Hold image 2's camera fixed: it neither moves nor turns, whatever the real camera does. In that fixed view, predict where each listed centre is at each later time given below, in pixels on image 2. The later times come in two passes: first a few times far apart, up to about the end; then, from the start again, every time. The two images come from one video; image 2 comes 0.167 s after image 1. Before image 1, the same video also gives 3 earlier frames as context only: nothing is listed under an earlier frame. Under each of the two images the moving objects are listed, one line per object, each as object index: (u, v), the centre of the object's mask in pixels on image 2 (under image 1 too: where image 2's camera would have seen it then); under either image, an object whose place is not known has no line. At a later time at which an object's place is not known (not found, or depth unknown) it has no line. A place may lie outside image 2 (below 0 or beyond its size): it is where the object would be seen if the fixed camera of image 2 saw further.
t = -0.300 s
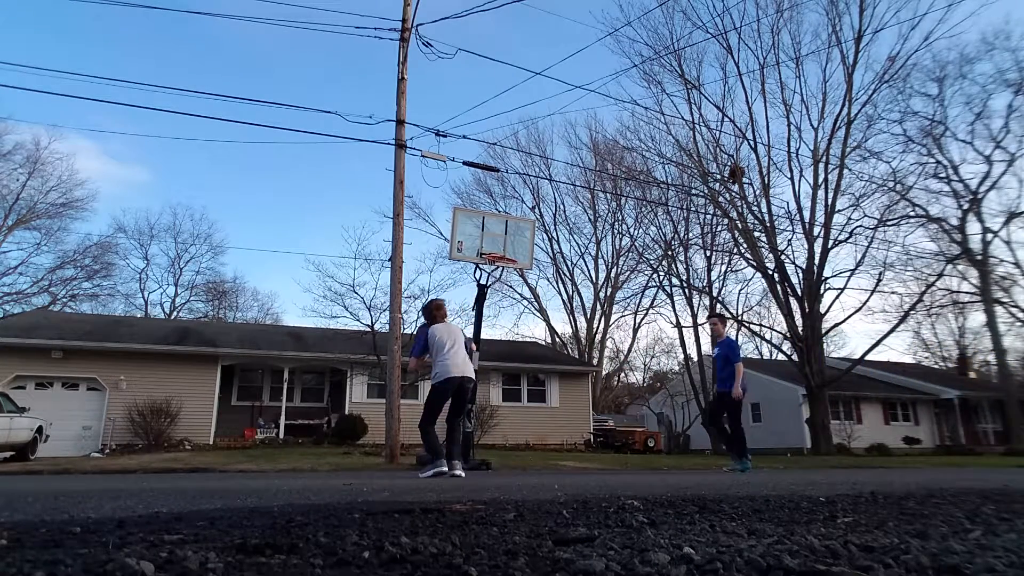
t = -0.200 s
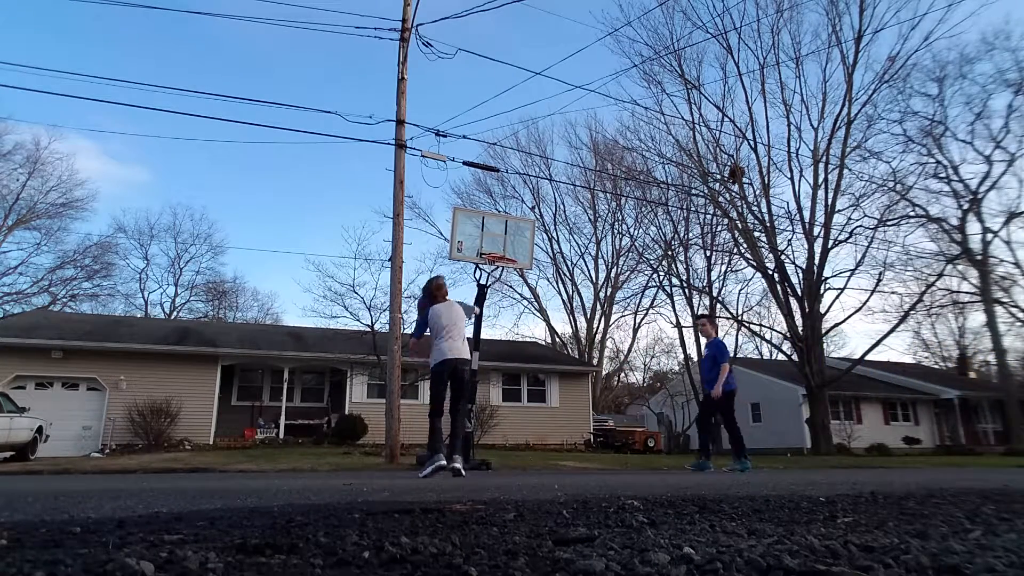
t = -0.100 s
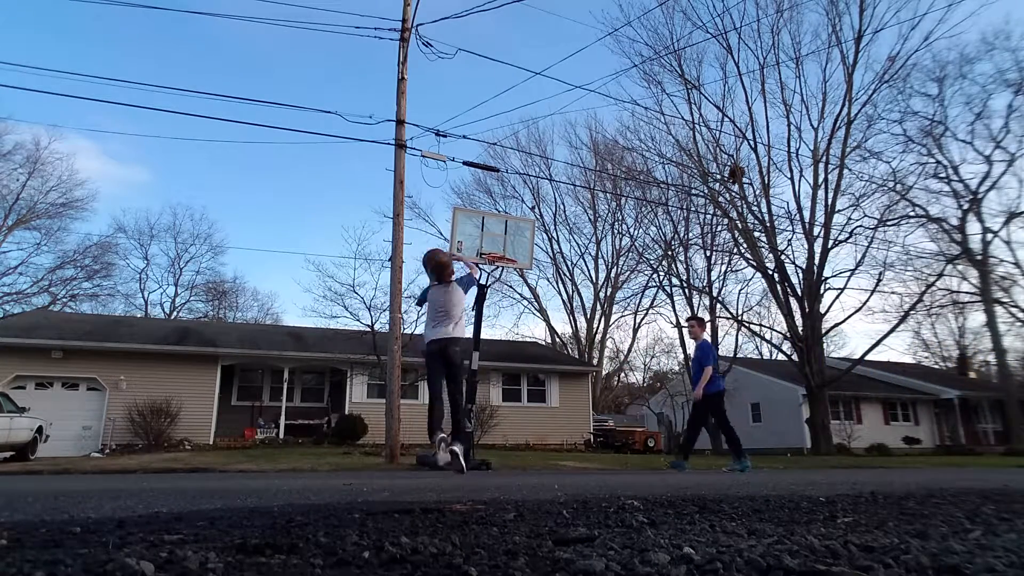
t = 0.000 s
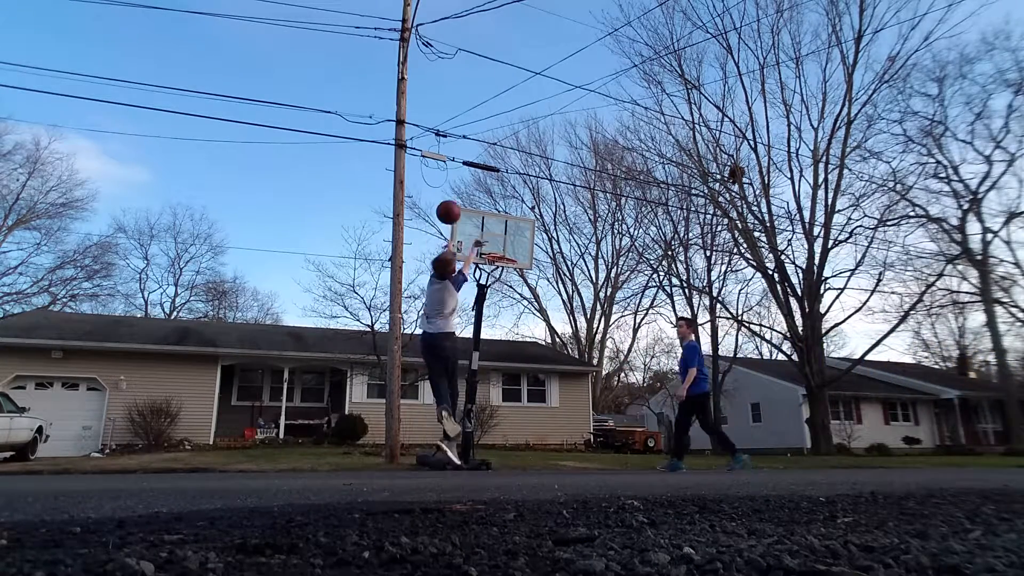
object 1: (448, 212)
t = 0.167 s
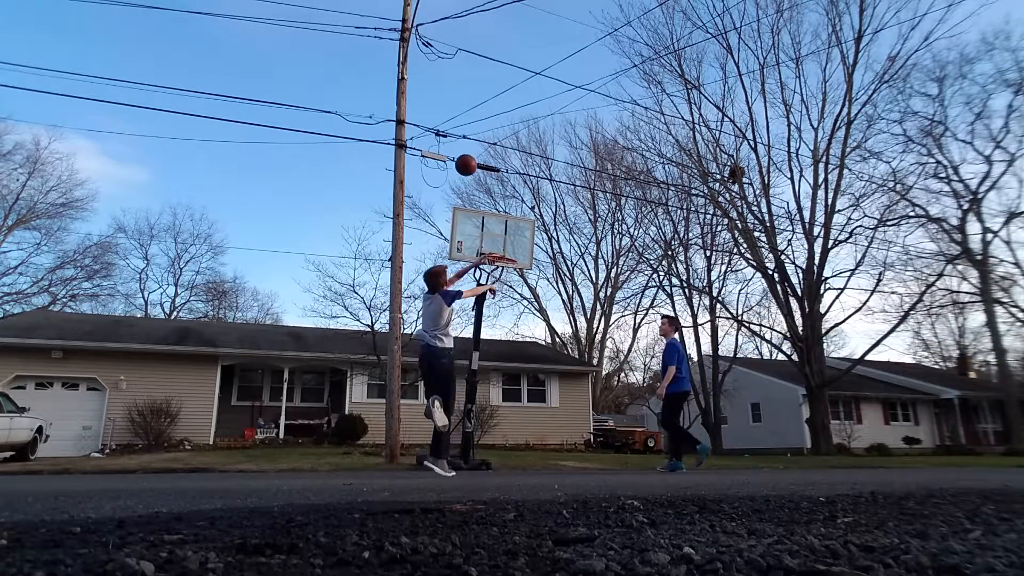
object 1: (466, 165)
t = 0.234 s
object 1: (472, 156)
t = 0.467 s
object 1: (488, 154)
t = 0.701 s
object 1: (502, 186)
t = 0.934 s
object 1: (513, 246)
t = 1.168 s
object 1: (540, 265)
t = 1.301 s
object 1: (558, 282)
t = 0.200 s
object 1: (469, 160)
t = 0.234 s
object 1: (472, 156)
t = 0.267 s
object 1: (474, 153)
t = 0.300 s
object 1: (477, 151)
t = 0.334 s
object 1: (479, 150)
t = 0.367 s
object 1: (482, 150)
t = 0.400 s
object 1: (484, 151)
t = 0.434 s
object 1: (486, 152)
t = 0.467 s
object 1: (488, 154)
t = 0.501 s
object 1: (491, 157)
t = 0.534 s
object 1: (493, 160)
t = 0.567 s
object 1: (495, 164)
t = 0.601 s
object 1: (497, 169)
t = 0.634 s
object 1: (499, 174)
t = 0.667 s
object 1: (500, 179)
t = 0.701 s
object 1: (502, 186)
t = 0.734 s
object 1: (504, 193)
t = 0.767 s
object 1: (505, 201)
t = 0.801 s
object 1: (507, 209)
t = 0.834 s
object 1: (509, 218)
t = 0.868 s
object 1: (510, 227)
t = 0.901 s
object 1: (512, 236)
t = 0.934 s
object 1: (513, 246)
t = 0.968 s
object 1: (515, 254)
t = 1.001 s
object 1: (519, 256)
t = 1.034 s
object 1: (522, 259)
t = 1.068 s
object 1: (526, 260)
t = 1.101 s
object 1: (531, 261)
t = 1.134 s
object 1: (535, 263)
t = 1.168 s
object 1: (540, 265)
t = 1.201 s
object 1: (545, 269)
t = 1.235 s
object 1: (549, 273)
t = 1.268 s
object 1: (554, 277)
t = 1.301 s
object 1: (558, 282)
